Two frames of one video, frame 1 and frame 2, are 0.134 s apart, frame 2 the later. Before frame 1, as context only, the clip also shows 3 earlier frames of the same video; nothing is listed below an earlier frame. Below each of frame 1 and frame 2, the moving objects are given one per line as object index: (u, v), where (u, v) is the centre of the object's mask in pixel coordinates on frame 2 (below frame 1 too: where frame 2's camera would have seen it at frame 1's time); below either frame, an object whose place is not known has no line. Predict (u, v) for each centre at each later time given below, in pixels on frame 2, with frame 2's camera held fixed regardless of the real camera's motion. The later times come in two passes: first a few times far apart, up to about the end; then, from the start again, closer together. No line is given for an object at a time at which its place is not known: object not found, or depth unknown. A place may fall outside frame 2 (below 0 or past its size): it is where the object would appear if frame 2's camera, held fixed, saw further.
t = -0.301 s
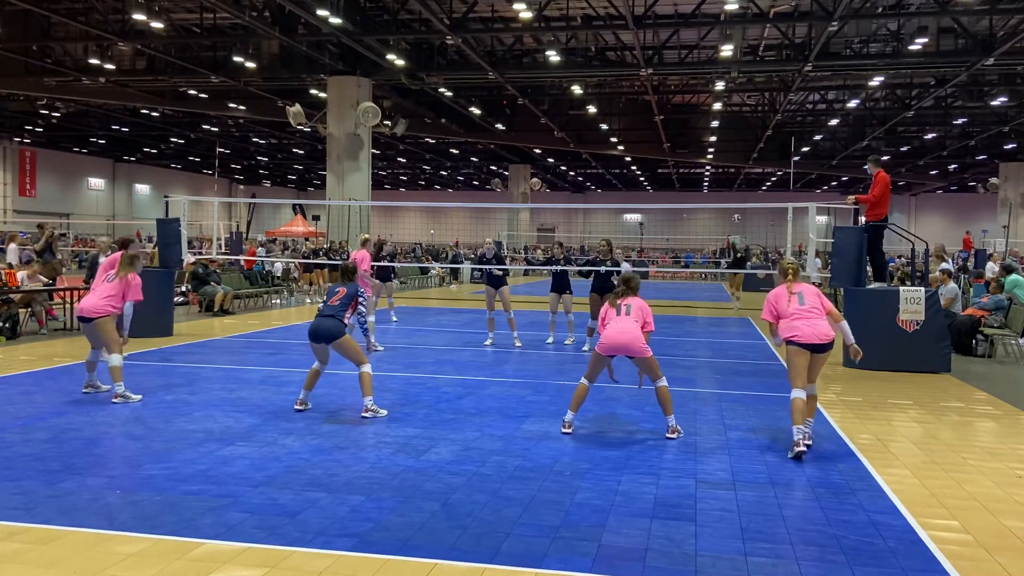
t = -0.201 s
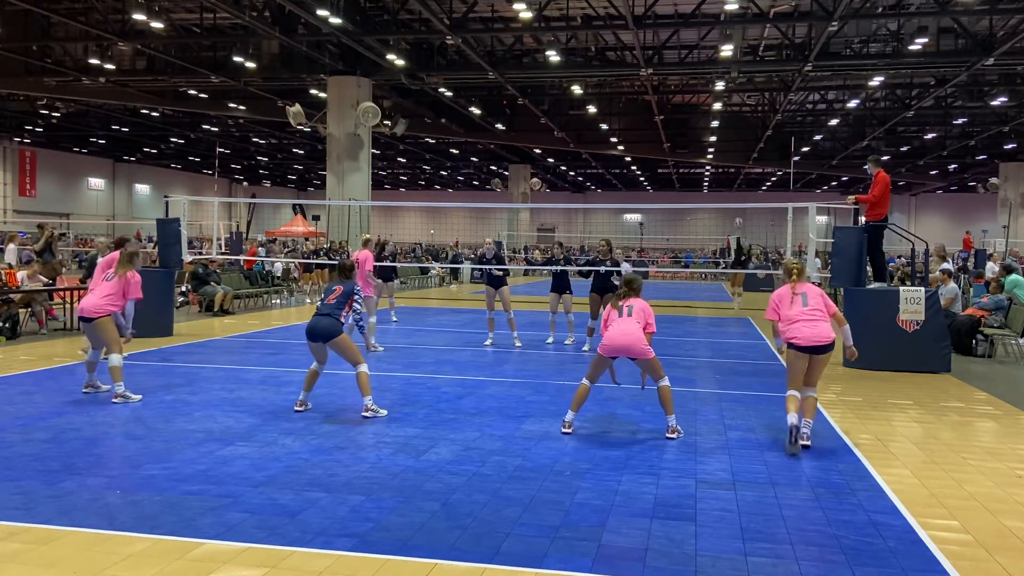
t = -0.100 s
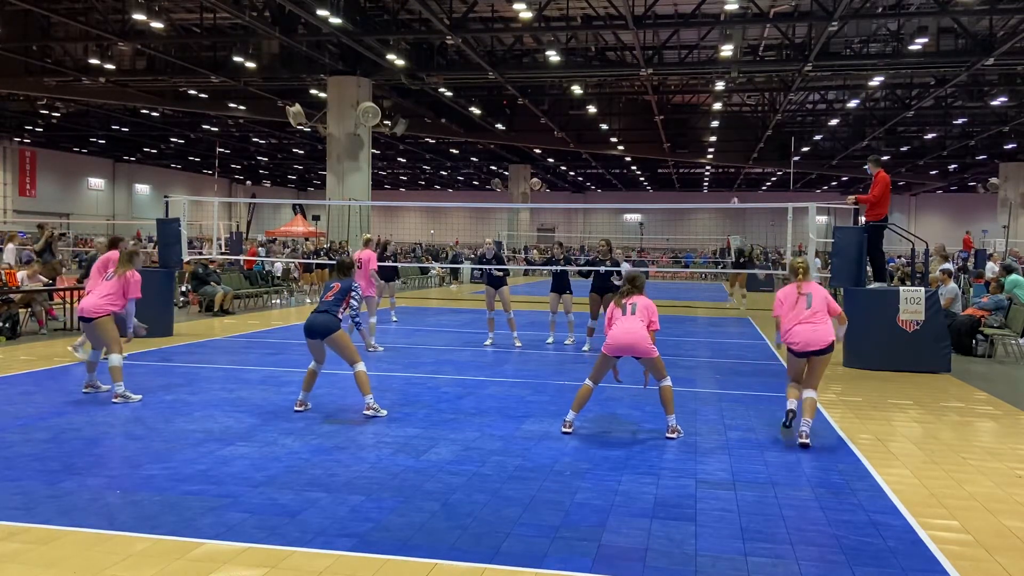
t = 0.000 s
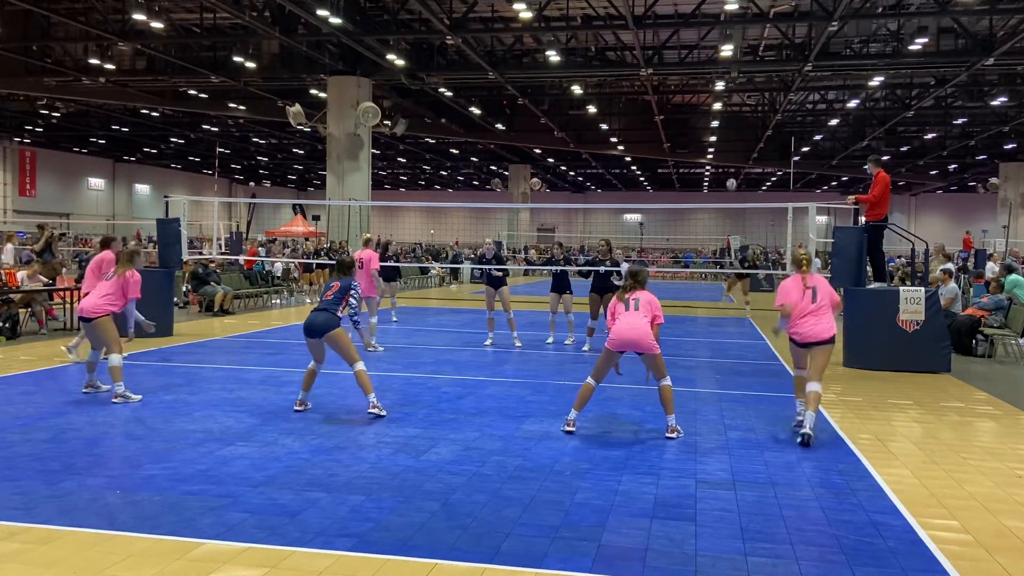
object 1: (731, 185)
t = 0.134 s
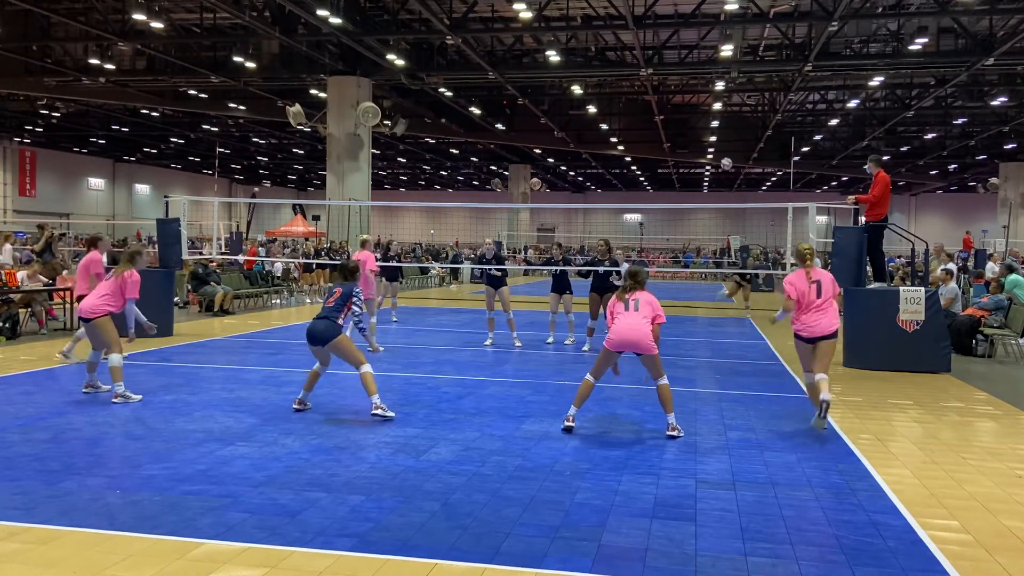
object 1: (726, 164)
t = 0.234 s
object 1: (721, 152)
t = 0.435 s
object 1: (702, 145)
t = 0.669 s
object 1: (672, 171)
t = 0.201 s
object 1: (723, 156)
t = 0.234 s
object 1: (721, 152)
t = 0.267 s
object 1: (719, 150)
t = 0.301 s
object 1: (716, 148)
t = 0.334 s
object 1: (713, 146)
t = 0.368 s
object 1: (710, 145)
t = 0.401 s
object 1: (706, 145)
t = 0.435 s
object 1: (702, 145)
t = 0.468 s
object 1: (699, 146)
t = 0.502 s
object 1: (695, 147)
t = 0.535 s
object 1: (691, 150)
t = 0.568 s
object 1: (686, 153)
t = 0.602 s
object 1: (682, 158)
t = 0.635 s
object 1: (677, 164)
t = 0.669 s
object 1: (672, 171)
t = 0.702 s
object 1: (666, 181)
